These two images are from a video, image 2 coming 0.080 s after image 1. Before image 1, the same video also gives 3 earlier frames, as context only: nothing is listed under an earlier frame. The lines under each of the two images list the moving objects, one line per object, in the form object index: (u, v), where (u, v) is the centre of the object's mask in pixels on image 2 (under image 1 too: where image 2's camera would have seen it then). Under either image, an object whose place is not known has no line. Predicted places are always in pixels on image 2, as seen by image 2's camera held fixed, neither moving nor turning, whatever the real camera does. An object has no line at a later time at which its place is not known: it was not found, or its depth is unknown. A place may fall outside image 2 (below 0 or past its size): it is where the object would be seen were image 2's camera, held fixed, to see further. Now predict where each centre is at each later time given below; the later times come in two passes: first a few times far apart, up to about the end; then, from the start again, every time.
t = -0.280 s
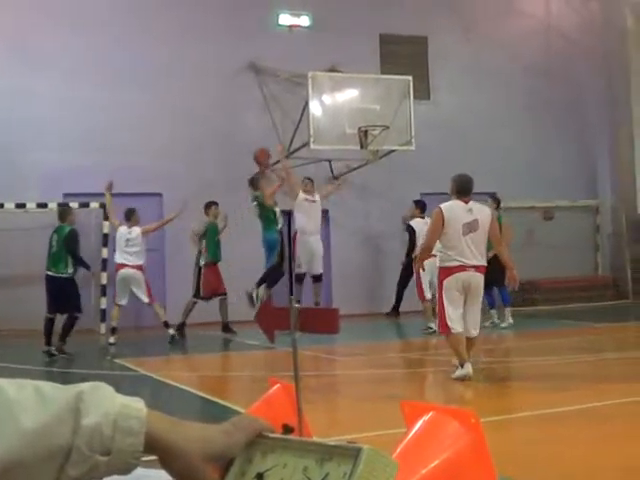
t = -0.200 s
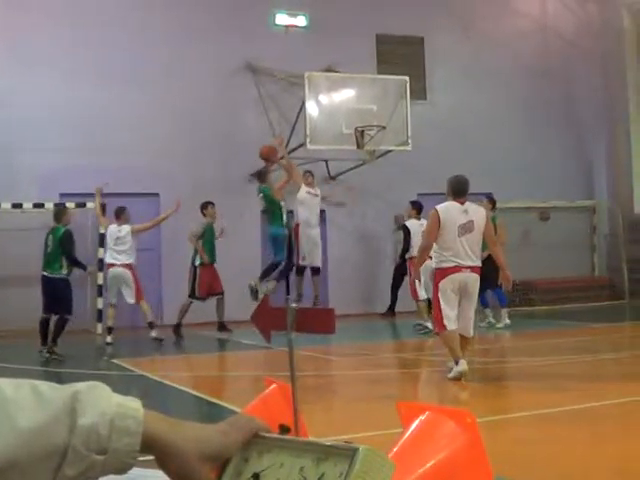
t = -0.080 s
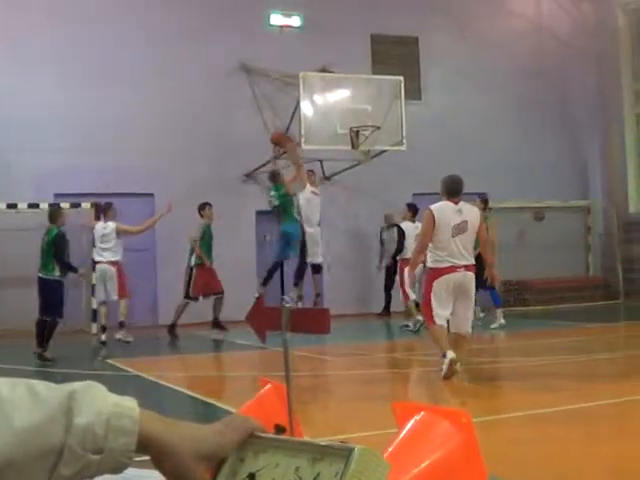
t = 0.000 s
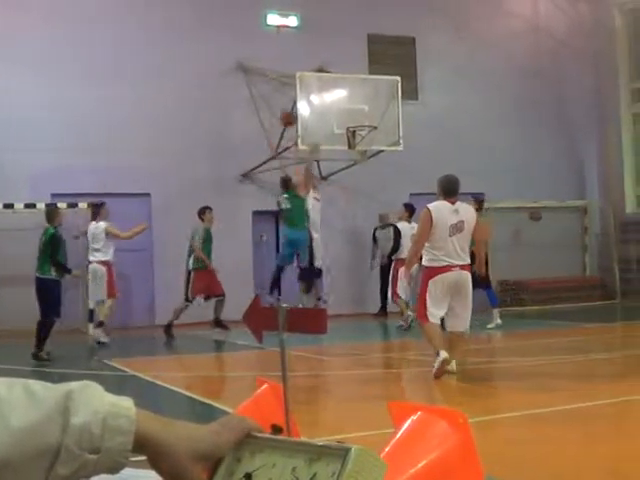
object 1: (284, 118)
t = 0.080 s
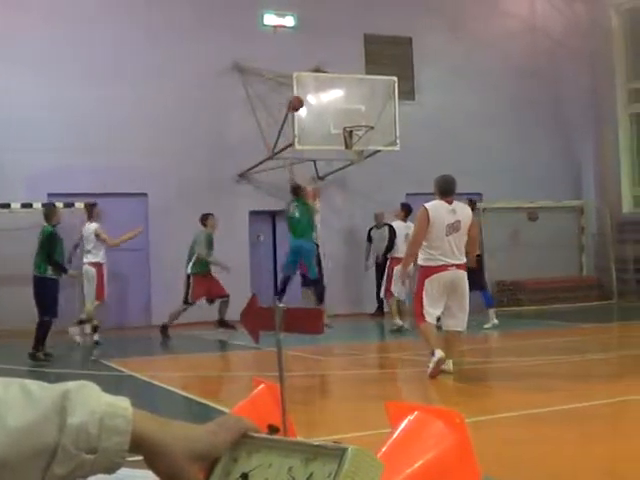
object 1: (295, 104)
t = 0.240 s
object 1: (316, 88)
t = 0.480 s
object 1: (347, 98)
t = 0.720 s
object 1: (393, 134)
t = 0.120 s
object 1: (300, 98)
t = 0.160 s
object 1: (306, 94)
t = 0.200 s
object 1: (311, 90)
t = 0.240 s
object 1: (316, 88)
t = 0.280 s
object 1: (320, 88)
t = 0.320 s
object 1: (325, 88)
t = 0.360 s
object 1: (330, 89)
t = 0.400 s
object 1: (335, 92)
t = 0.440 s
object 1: (340, 95)
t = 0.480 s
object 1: (347, 98)
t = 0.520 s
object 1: (354, 101)
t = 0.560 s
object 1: (362, 105)
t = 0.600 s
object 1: (369, 111)
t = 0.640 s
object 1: (377, 117)
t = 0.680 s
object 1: (384, 125)
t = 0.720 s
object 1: (393, 134)
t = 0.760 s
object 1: (400, 143)
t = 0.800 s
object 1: (408, 154)
